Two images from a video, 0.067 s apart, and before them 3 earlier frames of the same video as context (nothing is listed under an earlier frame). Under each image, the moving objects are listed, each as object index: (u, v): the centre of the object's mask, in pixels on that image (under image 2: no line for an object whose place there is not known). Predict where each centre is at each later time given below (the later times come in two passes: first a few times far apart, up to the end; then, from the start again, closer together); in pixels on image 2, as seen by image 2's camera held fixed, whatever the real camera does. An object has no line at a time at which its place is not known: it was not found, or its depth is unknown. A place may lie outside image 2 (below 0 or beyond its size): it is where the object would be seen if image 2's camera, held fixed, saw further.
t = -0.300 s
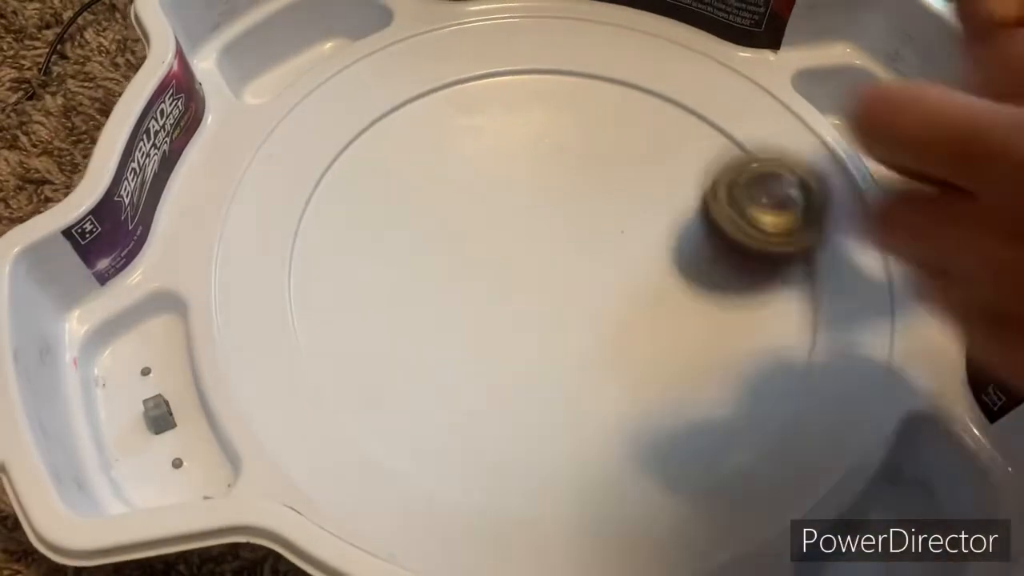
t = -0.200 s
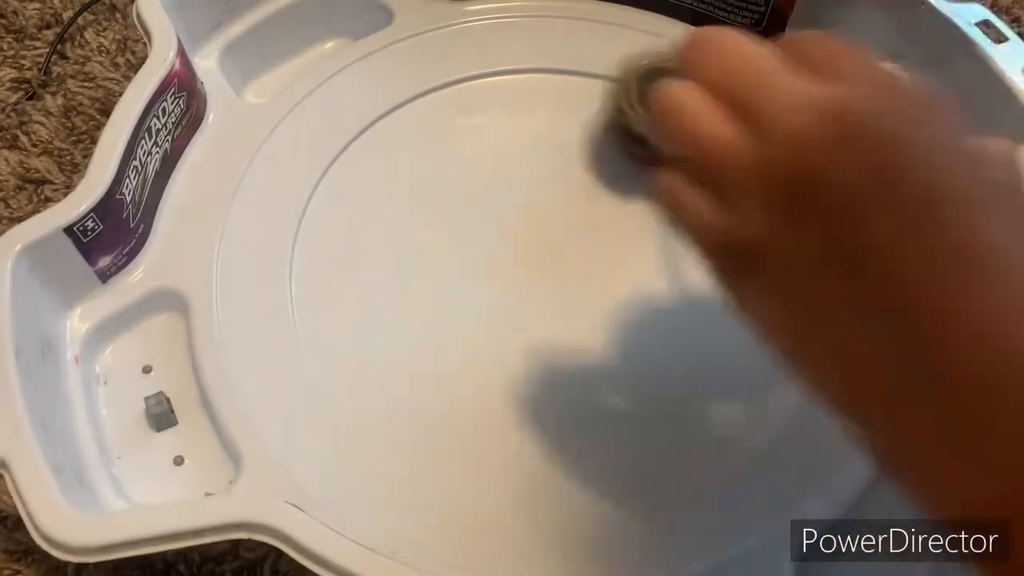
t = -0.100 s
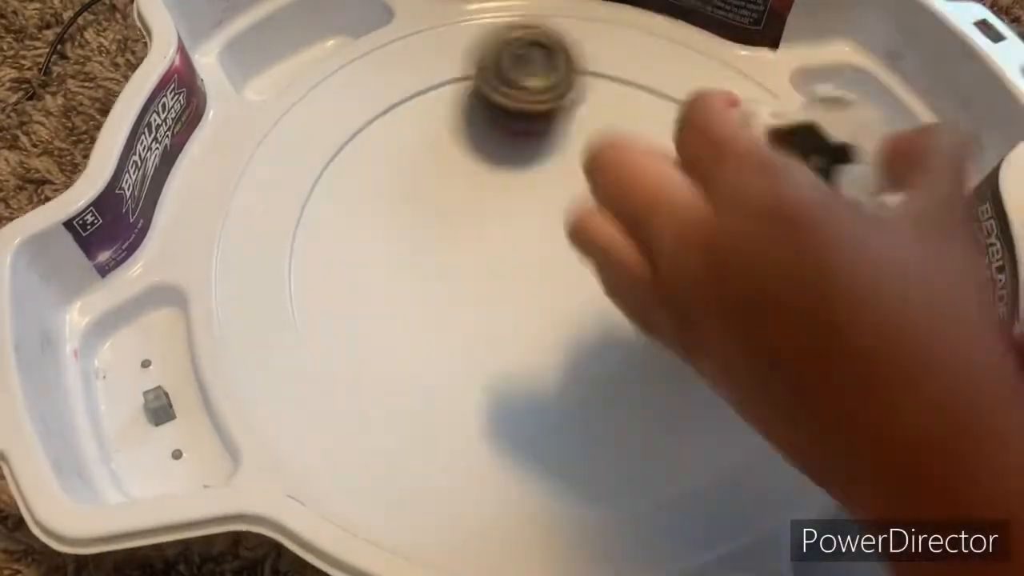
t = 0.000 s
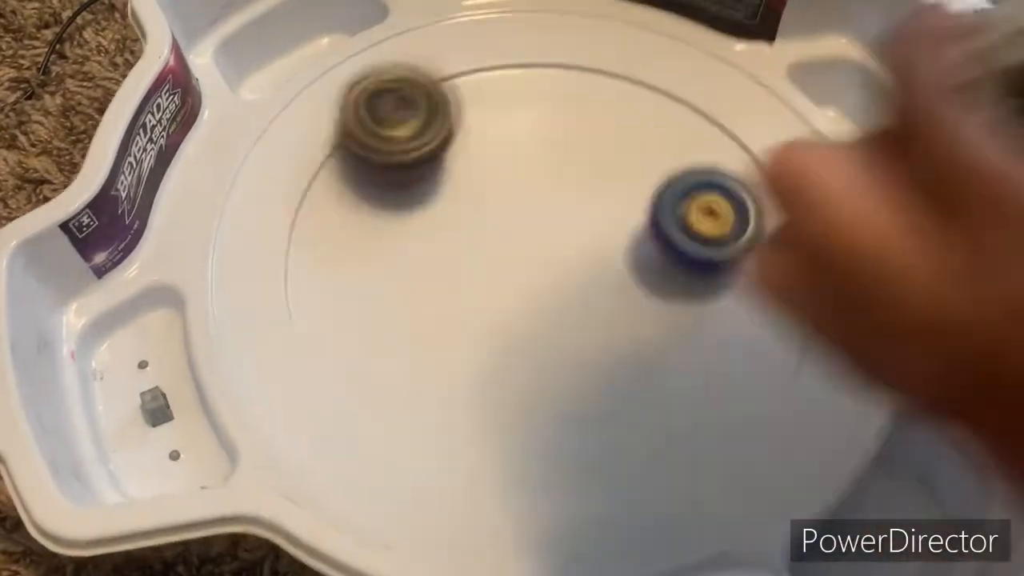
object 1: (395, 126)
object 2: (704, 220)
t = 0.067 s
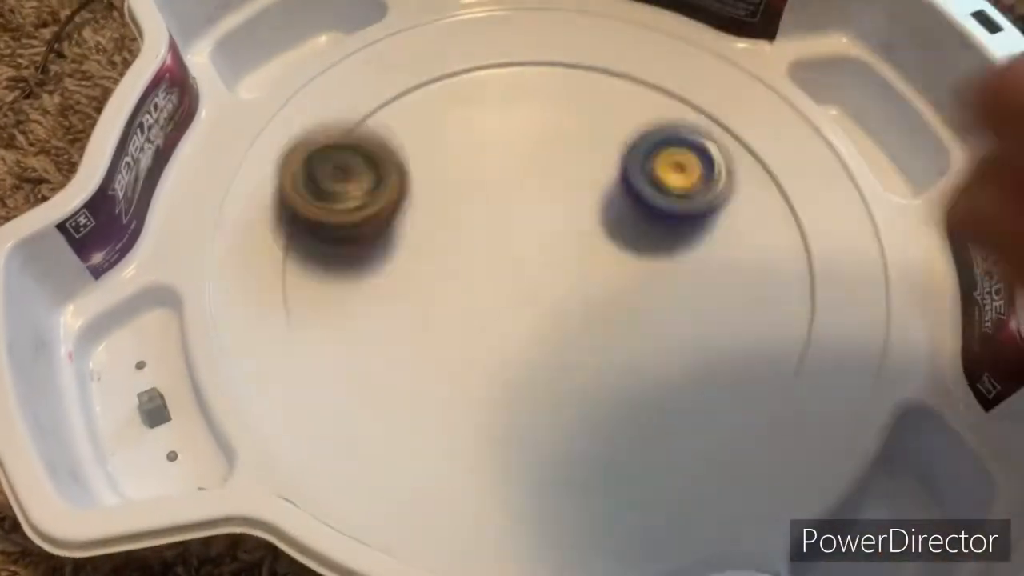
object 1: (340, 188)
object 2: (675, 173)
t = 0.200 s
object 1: (377, 362)
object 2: (574, 75)
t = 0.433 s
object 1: (721, 373)
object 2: (325, 185)
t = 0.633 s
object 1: (706, 157)
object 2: (519, 486)
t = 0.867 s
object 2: (790, 188)
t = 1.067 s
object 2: (415, 72)
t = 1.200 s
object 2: (285, 295)
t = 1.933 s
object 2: (410, 98)
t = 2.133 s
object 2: (320, 354)
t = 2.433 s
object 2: (805, 314)
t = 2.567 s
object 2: (746, 129)
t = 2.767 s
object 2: (462, 52)
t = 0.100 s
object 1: (332, 237)
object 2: (655, 154)
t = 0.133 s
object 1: (333, 280)
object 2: (633, 127)
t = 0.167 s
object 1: (349, 322)
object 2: (606, 103)
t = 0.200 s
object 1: (377, 362)
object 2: (574, 75)
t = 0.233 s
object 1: (416, 396)
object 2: (536, 59)
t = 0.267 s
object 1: (466, 422)
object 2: (492, 59)
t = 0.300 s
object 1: (524, 434)
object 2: (449, 64)
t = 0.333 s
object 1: (582, 438)
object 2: (409, 78)
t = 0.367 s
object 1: (634, 427)
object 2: (372, 105)
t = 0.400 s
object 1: (682, 405)
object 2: (343, 141)
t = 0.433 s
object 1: (721, 373)
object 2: (325, 185)
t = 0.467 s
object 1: (744, 336)
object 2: (319, 237)
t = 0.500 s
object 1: (758, 295)
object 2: (326, 293)
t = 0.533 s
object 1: (757, 257)
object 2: (351, 351)
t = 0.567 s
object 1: (747, 218)
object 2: (392, 401)
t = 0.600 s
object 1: (730, 185)
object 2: (446, 449)
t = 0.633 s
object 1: (706, 157)
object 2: (519, 486)
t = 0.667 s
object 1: (683, 113)
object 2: (597, 485)
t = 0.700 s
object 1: (638, 112)
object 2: (668, 466)
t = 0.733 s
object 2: (737, 430)
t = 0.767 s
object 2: (781, 378)
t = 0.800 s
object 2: (809, 315)
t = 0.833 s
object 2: (809, 250)
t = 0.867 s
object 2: (790, 188)
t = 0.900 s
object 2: (749, 133)
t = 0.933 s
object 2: (693, 88)
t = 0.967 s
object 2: (625, 63)
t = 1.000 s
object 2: (556, 48)
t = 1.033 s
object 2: (481, 52)
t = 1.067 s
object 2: (415, 72)
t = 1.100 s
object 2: (356, 107)
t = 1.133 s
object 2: (311, 160)
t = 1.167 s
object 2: (286, 222)
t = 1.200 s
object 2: (285, 295)
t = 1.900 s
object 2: (459, 82)
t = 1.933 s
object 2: (410, 98)
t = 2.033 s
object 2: (292, 187)
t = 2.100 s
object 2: (305, 295)
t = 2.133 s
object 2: (320, 354)
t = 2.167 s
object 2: (355, 405)
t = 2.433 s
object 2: (805, 314)
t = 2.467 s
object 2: (811, 261)
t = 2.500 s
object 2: (803, 209)
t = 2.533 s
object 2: (777, 165)
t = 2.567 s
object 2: (746, 129)
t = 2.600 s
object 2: (710, 95)
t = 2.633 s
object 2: (666, 72)
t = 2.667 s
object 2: (618, 55)
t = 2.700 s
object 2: (566, 48)
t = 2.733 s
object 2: (516, 45)
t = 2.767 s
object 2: (462, 52)
